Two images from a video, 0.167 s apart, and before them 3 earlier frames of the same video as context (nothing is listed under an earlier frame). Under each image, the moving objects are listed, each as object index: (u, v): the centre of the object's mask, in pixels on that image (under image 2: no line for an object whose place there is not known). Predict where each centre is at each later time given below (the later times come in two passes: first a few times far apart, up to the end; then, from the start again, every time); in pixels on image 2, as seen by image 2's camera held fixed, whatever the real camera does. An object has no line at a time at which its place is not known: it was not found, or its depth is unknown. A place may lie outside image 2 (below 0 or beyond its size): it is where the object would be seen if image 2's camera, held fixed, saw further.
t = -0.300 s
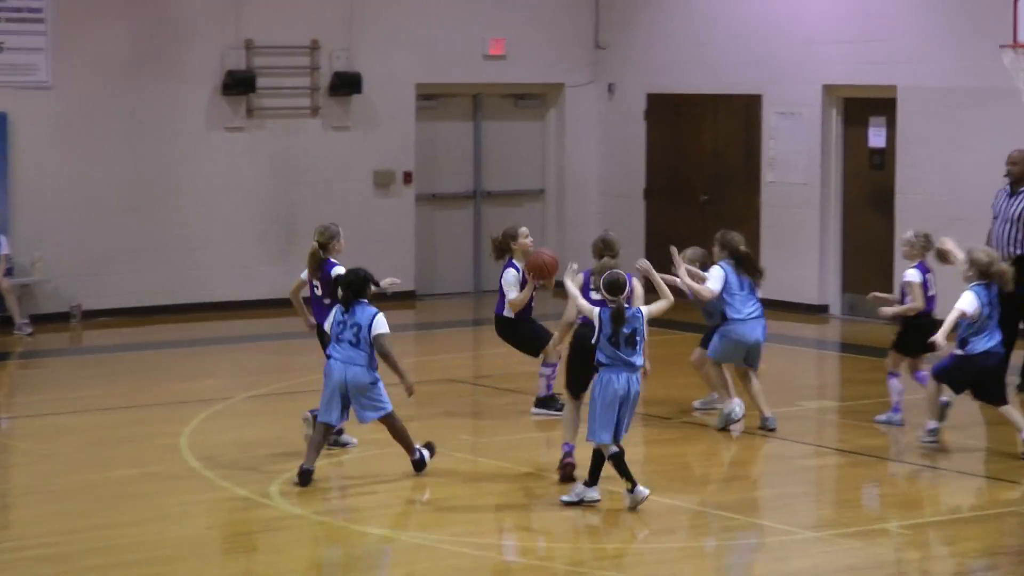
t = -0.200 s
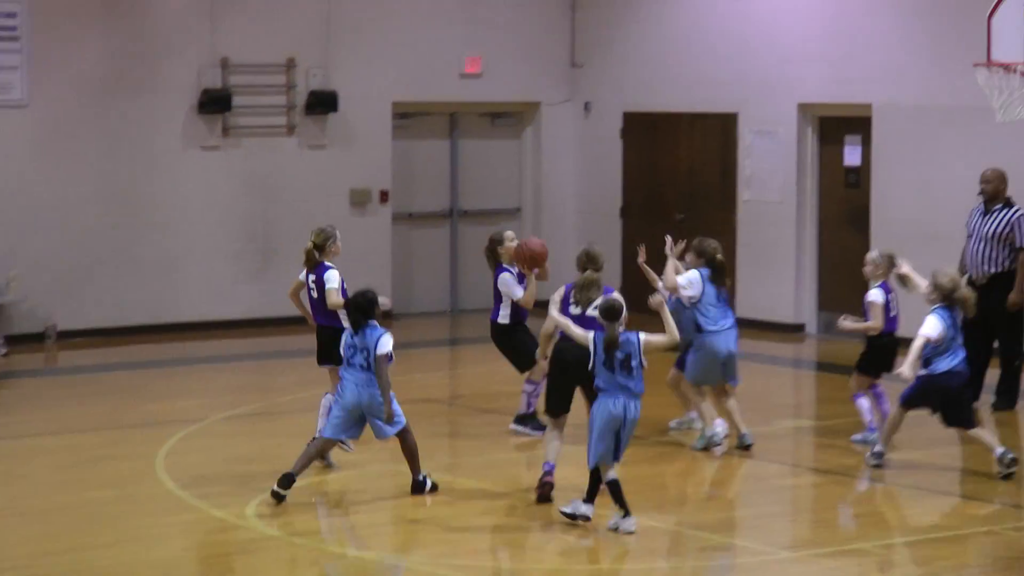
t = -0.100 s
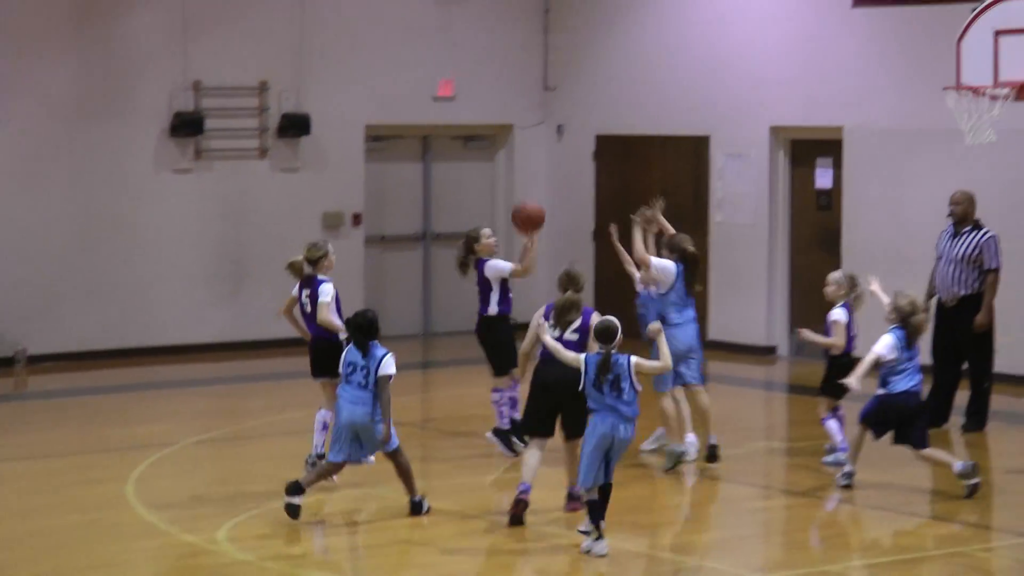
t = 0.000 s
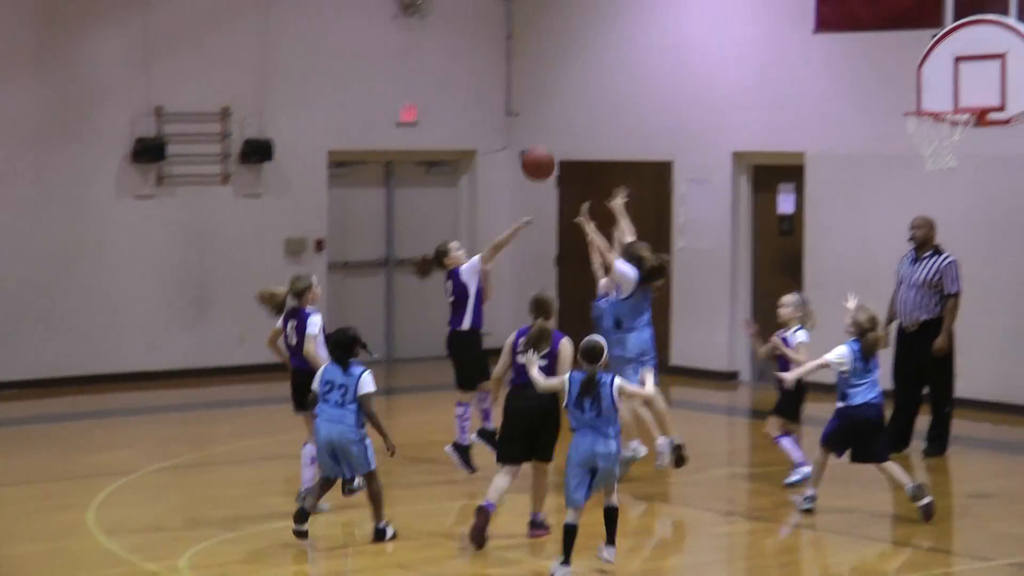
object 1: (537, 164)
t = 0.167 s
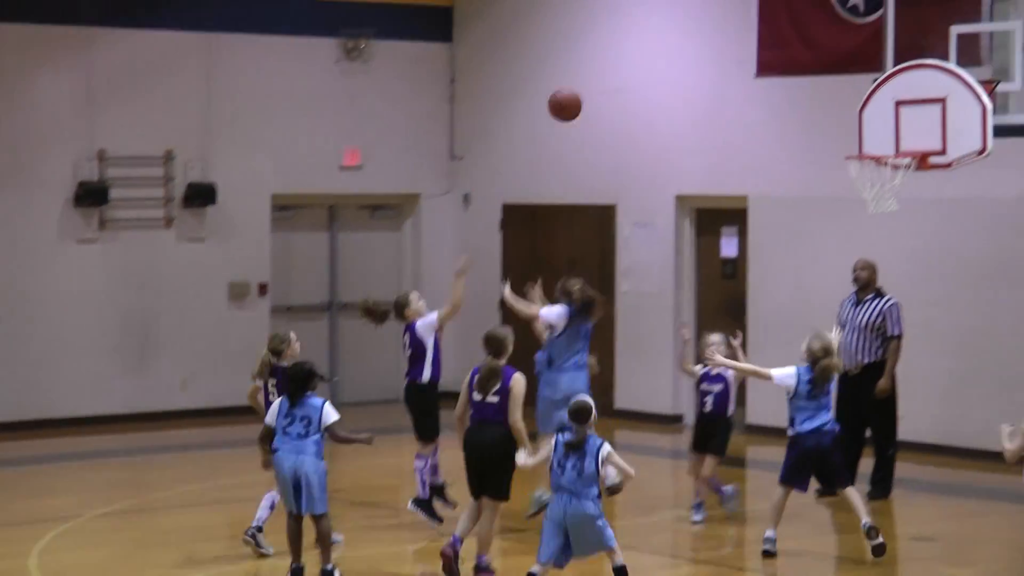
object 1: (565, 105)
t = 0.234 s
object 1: (597, 75)
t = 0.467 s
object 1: (714, 20)
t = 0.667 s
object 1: (815, 34)
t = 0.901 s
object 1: (879, 119)
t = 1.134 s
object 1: (871, 211)
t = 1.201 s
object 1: (873, 212)
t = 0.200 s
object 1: (581, 89)
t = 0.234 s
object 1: (597, 75)
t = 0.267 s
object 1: (614, 63)
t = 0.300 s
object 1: (631, 51)
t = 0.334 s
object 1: (648, 42)
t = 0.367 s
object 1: (664, 34)
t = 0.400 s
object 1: (681, 27)
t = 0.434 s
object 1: (697, 23)
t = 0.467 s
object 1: (714, 20)
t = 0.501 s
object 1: (730, 19)
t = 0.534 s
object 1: (747, 19)
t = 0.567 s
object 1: (763, 20)
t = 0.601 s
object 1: (780, 25)
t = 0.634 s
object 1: (797, 27)
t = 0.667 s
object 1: (815, 34)
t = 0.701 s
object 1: (832, 45)
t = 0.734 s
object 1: (848, 55)
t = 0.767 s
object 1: (863, 66)
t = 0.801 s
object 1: (880, 80)
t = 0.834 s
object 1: (882, 92)
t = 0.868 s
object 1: (881, 105)
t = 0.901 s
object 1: (879, 119)
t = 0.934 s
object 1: (878, 134)
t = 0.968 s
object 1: (877, 151)
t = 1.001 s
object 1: (874, 172)
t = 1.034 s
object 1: (873, 193)
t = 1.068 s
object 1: (871, 201)
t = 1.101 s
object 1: (870, 205)
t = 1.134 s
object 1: (871, 211)
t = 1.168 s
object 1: (872, 209)
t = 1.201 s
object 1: (873, 212)
